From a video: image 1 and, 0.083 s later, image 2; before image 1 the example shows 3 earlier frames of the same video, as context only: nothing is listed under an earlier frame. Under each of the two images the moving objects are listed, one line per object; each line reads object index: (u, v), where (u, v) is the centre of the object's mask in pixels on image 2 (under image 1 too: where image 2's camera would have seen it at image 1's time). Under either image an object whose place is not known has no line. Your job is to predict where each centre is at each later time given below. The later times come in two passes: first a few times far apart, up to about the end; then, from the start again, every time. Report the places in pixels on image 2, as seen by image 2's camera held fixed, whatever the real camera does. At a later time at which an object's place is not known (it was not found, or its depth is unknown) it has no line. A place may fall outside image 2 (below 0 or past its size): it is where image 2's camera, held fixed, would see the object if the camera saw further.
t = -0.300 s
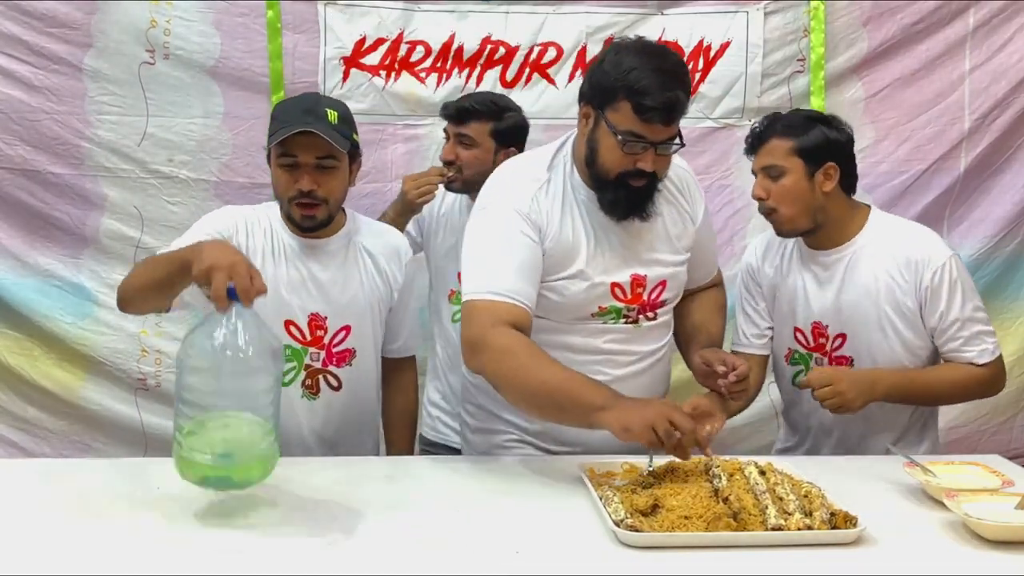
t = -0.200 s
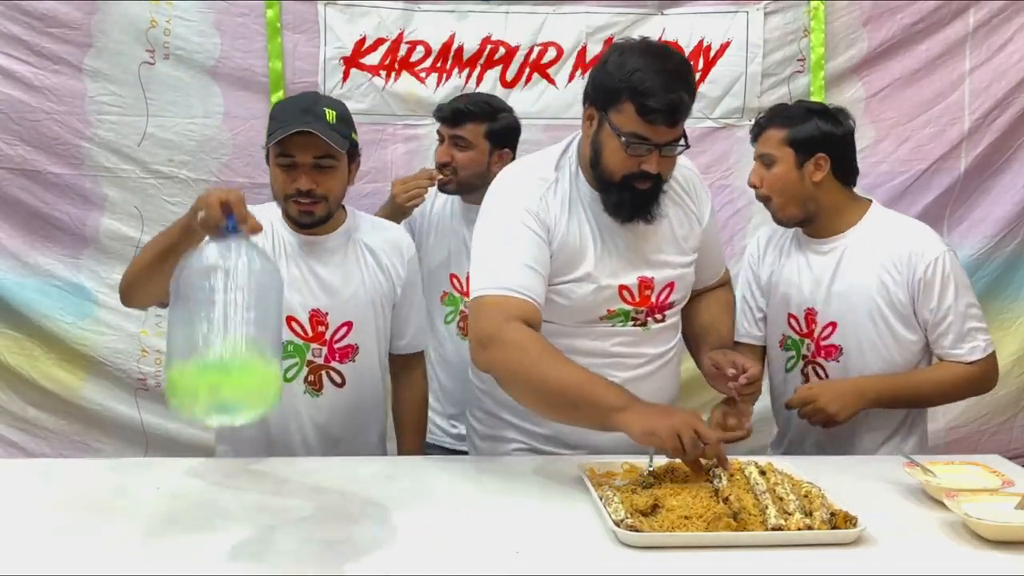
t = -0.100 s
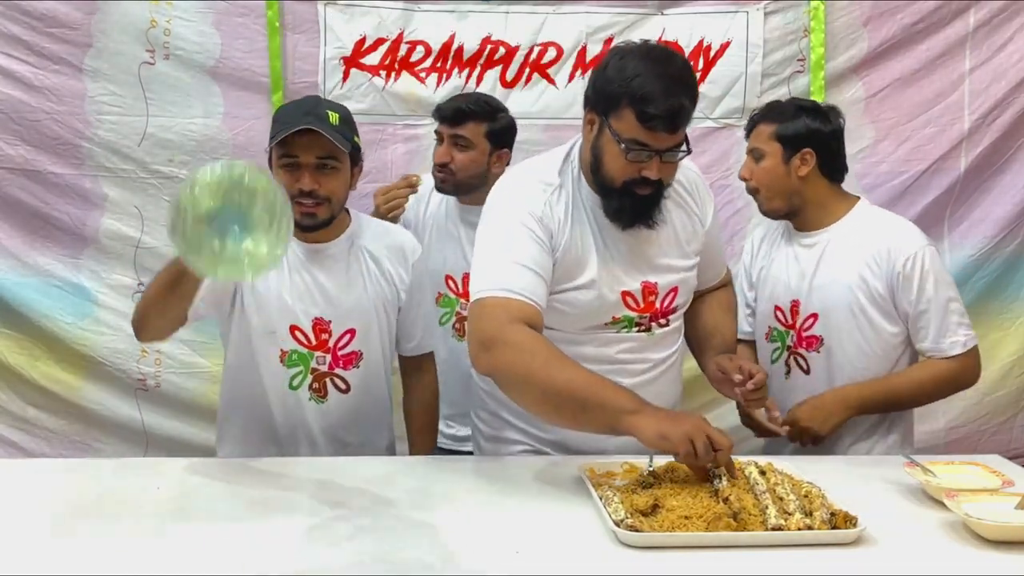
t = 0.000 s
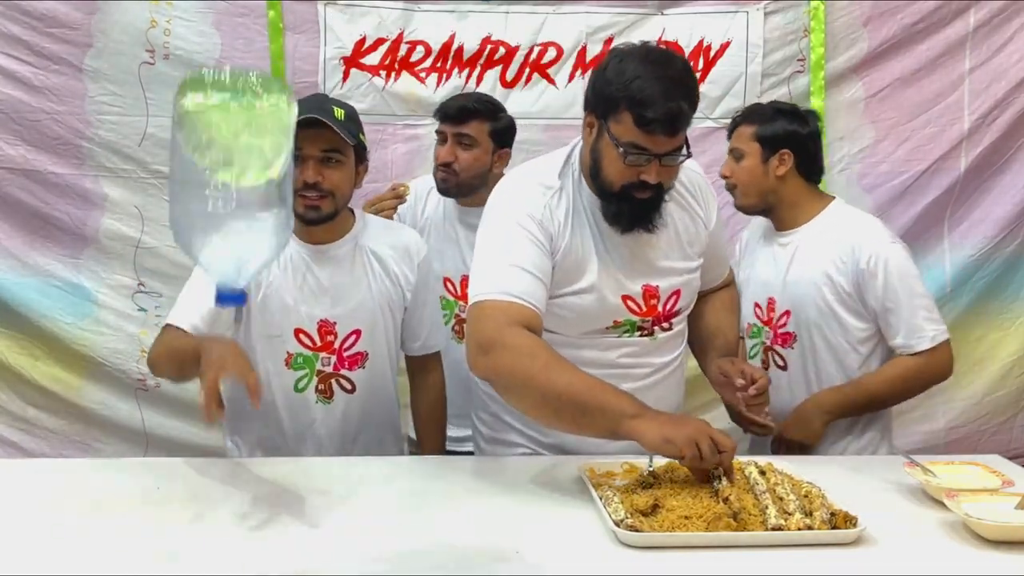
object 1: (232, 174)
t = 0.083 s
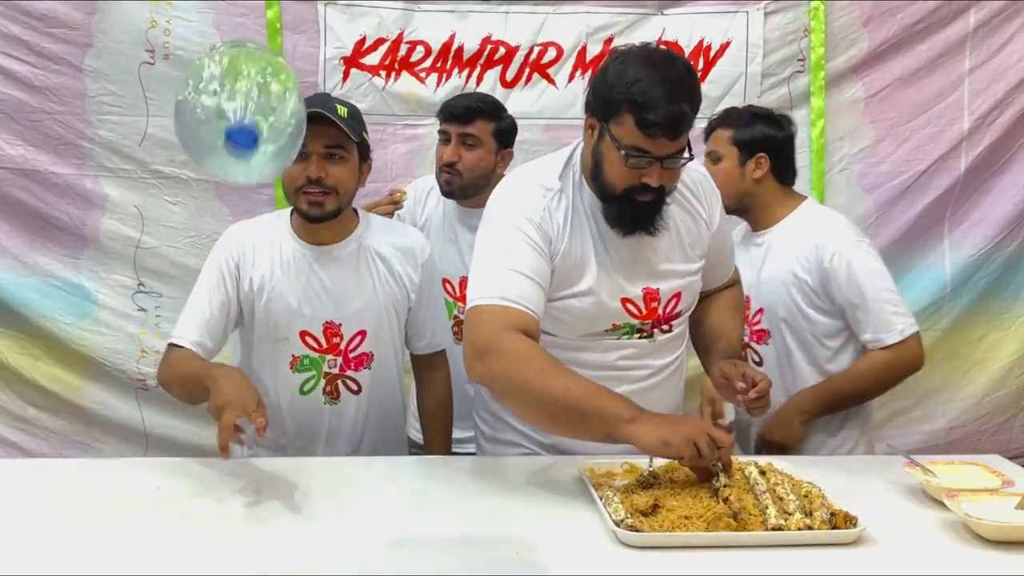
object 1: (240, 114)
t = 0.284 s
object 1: (266, 213)
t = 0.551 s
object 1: (273, 459)
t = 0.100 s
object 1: (243, 108)
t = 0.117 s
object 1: (245, 104)
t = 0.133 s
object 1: (246, 106)
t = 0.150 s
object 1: (248, 110)
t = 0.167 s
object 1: (250, 116)
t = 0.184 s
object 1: (252, 125)
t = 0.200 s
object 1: (255, 133)
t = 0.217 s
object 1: (256, 143)
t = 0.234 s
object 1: (259, 157)
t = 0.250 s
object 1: (261, 174)
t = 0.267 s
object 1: (264, 193)
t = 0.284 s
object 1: (266, 213)
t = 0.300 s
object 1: (267, 238)
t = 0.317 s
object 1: (270, 261)
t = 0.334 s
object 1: (271, 288)
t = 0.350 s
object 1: (273, 317)
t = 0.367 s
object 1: (274, 349)
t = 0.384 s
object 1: (276, 378)
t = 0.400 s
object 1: (278, 411)
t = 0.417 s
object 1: (279, 454)
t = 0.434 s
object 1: (276, 462)
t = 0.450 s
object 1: (277, 459)
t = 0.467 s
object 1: (277, 459)
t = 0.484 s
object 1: (278, 459)
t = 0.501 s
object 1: (279, 459)
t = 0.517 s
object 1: (278, 458)
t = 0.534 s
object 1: (276, 458)
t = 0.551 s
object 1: (273, 459)
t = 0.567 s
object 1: (271, 458)
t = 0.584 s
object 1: (270, 457)
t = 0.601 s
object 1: (270, 457)
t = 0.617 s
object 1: (271, 458)
